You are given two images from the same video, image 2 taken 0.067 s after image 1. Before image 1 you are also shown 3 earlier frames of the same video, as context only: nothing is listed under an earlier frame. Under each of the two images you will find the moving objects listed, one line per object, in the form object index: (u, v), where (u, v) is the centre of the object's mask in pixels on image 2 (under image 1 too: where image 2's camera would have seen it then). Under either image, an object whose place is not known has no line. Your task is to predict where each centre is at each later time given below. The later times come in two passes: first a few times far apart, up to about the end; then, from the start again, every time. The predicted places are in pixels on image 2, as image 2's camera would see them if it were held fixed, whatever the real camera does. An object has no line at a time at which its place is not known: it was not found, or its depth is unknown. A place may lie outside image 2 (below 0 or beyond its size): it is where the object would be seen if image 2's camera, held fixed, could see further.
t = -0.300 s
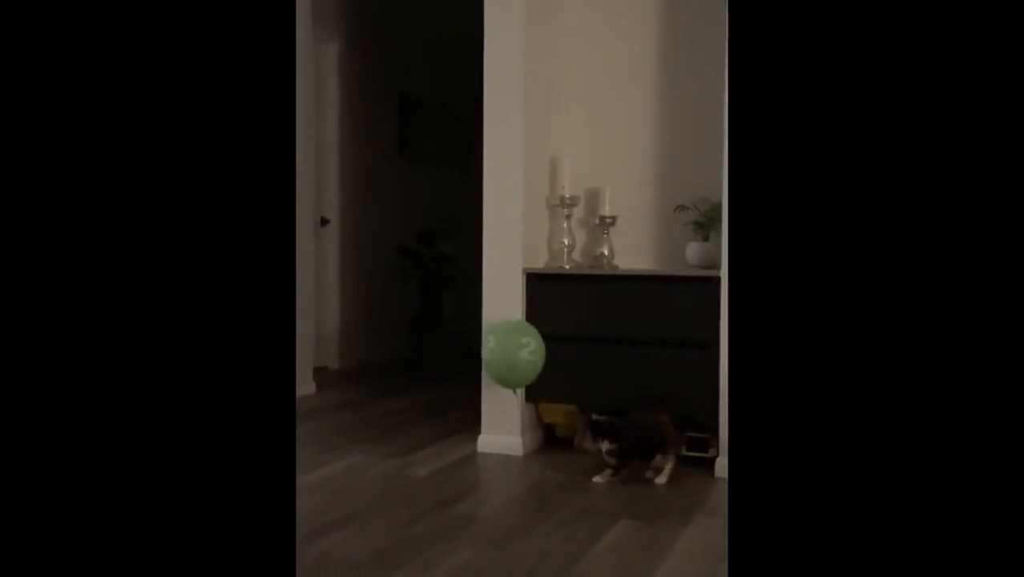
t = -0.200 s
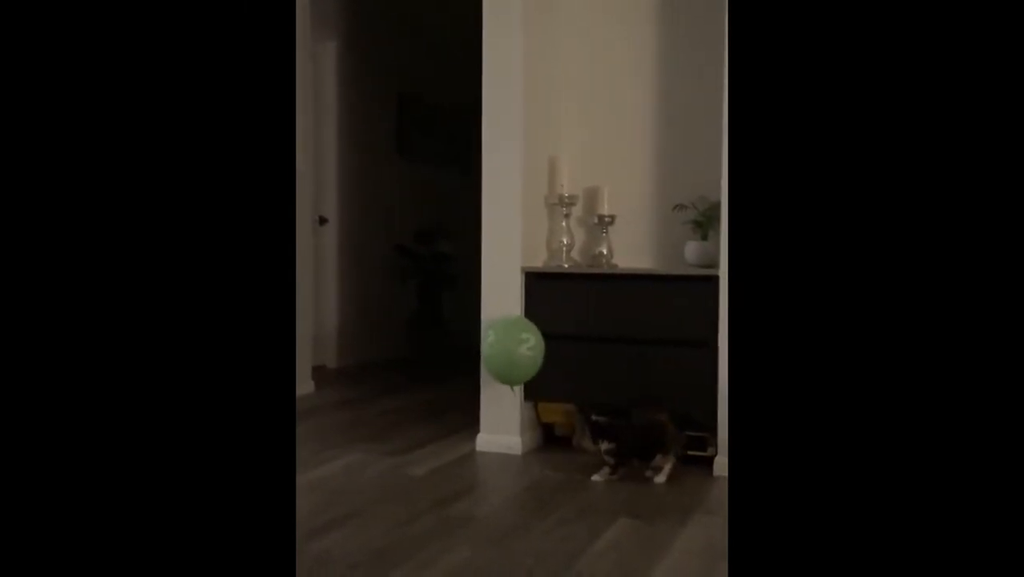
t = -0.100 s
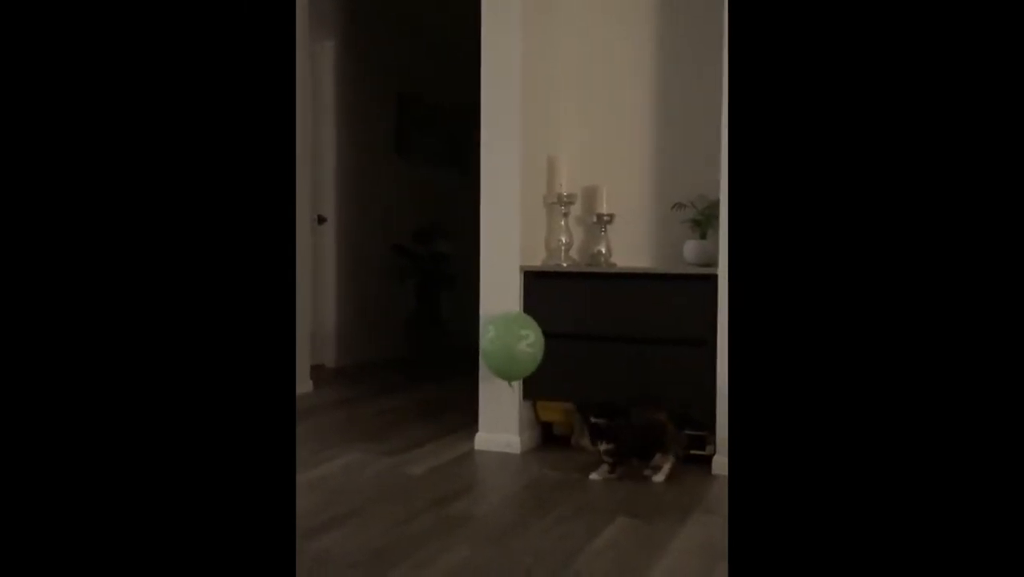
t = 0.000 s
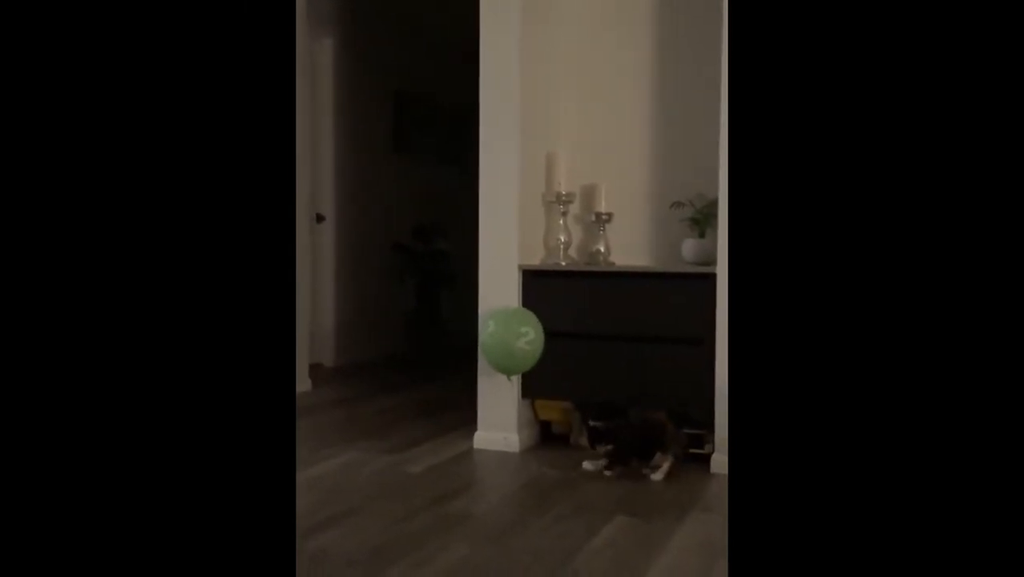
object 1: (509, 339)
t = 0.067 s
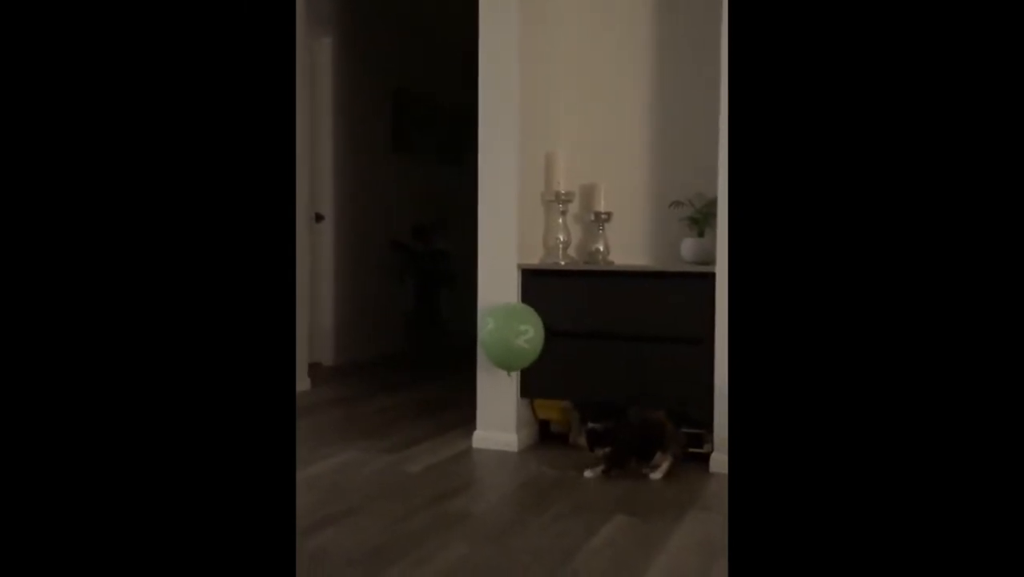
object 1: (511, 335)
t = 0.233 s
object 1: (510, 324)
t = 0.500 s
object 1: (517, 310)
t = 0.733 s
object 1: (516, 292)
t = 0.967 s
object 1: (519, 268)
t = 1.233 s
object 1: (519, 233)
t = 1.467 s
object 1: (518, 199)
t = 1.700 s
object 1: (517, 162)
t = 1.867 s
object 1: (517, 136)
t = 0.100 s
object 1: (510, 333)
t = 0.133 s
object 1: (510, 331)
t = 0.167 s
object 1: (509, 329)
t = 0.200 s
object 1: (510, 327)
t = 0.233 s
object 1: (510, 324)
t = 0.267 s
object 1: (511, 322)
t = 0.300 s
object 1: (511, 320)
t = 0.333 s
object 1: (512, 318)
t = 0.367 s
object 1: (515, 317)
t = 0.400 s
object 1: (516, 316)
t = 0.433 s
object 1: (516, 314)
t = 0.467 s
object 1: (517, 312)
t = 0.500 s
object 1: (517, 310)
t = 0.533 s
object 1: (517, 308)
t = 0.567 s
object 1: (518, 306)
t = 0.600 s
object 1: (518, 303)
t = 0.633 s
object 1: (518, 300)
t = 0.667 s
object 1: (517, 297)
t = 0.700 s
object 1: (518, 295)
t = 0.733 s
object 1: (516, 292)
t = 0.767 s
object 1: (516, 288)
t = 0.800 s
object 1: (516, 286)
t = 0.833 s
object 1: (519, 282)
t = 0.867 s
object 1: (519, 279)
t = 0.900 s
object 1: (519, 276)
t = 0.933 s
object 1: (519, 272)
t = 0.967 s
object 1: (519, 268)
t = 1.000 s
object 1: (519, 264)
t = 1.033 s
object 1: (519, 260)
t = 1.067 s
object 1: (519, 255)
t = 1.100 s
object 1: (519, 251)
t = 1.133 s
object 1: (519, 247)
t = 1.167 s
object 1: (519, 242)
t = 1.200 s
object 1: (519, 238)
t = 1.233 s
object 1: (519, 233)
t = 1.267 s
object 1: (519, 229)
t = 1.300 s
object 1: (519, 224)
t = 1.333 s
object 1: (519, 219)
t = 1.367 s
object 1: (519, 214)
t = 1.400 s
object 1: (519, 209)
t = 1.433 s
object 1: (519, 205)
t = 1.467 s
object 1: (518, 199)
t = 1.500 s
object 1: (518, 194)
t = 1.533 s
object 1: (518, 189)
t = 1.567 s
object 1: (518, 184)
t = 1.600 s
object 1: (518, 179)
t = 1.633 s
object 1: (518, 173)
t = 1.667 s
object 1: (518, 168)
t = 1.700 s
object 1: (517, 162)
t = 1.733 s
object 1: (517, 157)
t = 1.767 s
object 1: (517, 152)
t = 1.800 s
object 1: (517, 147)
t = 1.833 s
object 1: (517, 141)
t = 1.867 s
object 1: (517, 136)
